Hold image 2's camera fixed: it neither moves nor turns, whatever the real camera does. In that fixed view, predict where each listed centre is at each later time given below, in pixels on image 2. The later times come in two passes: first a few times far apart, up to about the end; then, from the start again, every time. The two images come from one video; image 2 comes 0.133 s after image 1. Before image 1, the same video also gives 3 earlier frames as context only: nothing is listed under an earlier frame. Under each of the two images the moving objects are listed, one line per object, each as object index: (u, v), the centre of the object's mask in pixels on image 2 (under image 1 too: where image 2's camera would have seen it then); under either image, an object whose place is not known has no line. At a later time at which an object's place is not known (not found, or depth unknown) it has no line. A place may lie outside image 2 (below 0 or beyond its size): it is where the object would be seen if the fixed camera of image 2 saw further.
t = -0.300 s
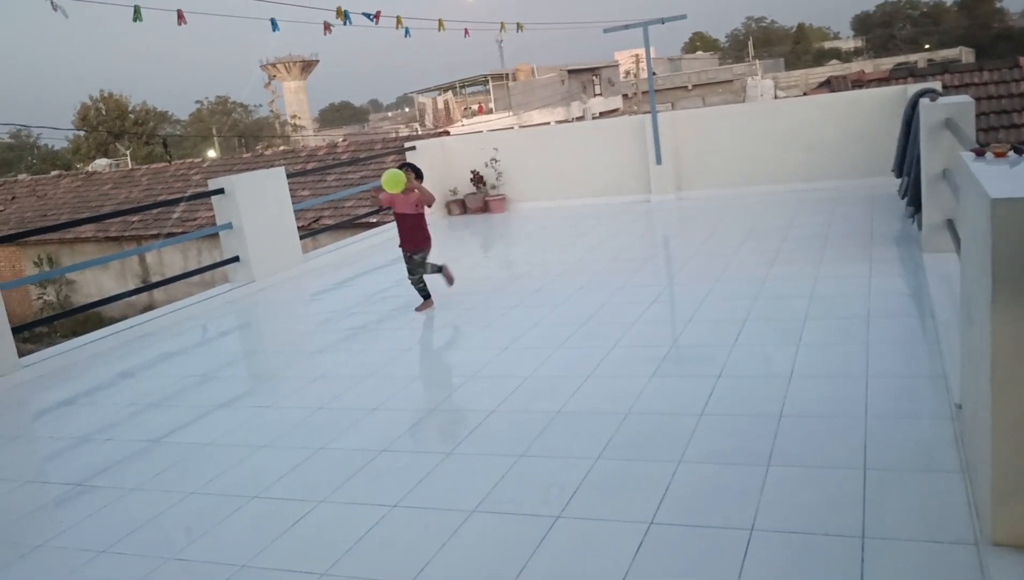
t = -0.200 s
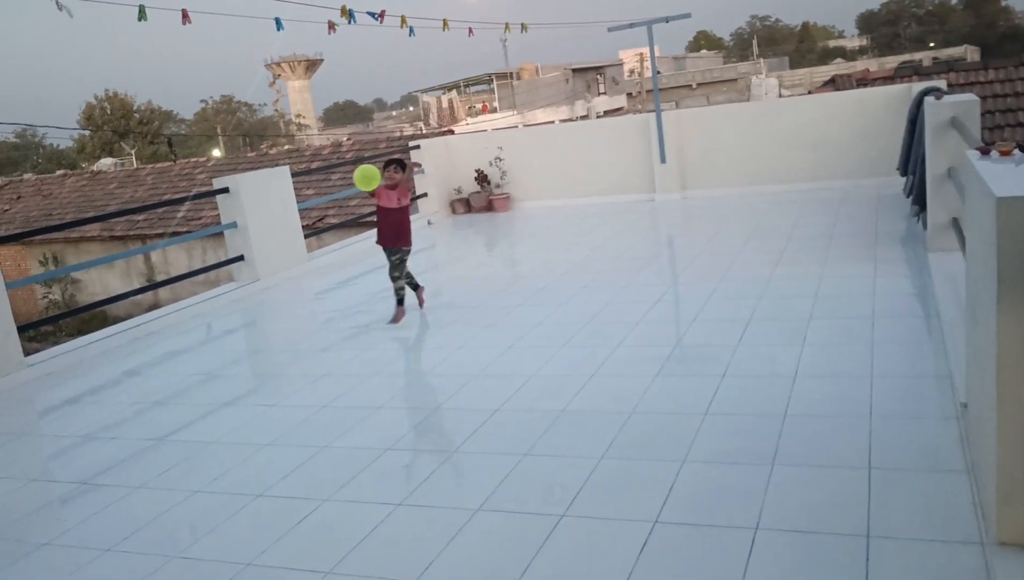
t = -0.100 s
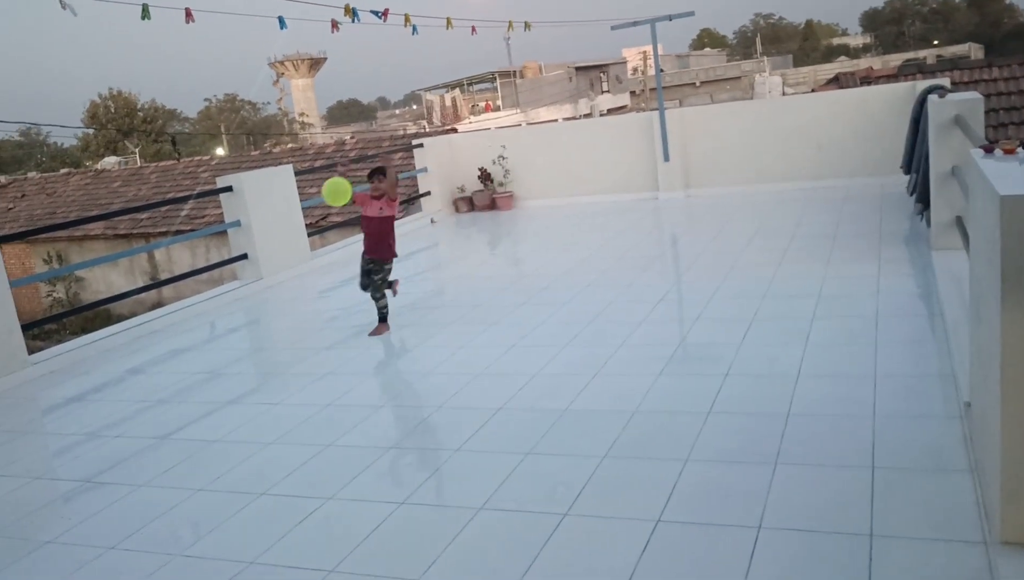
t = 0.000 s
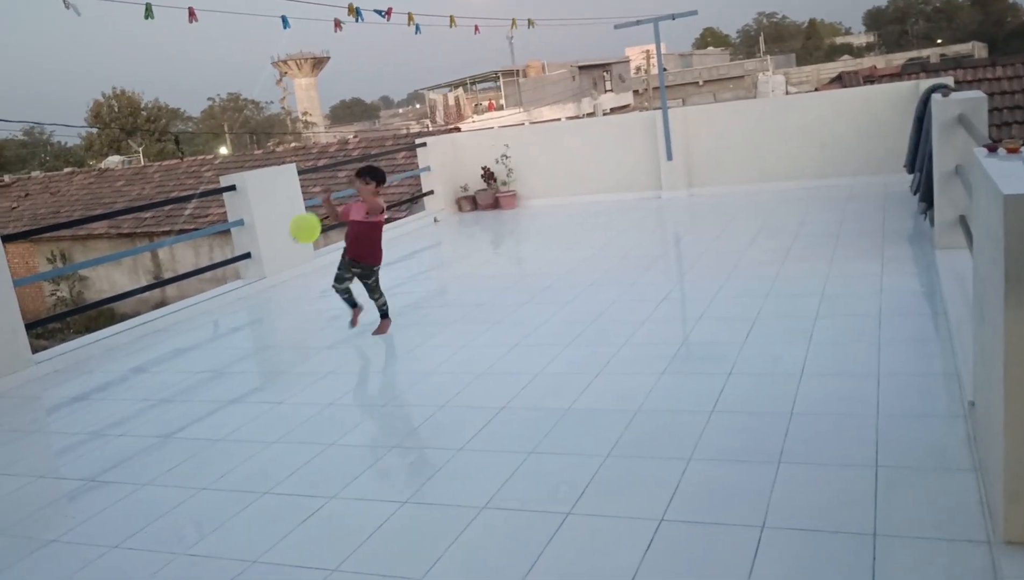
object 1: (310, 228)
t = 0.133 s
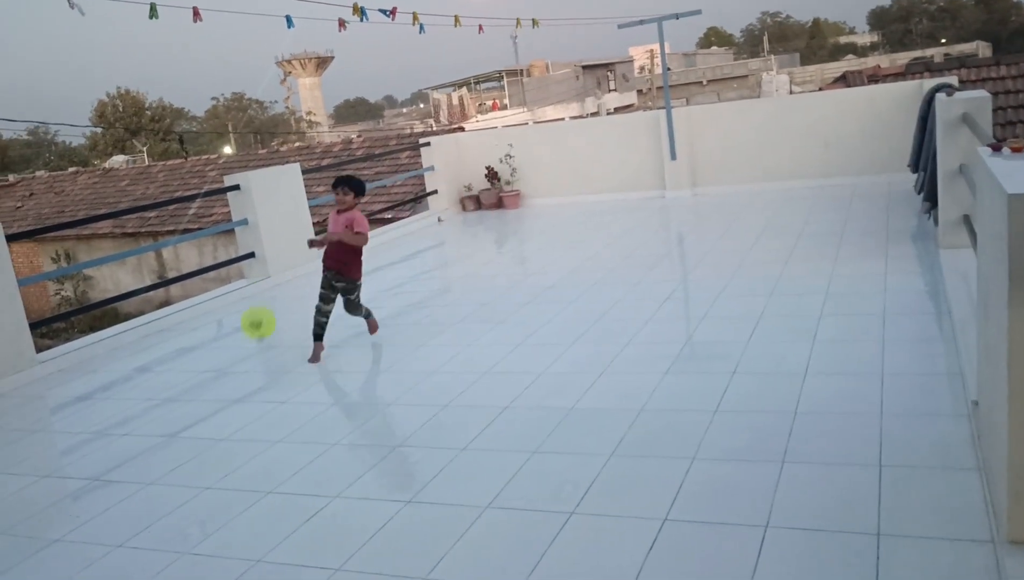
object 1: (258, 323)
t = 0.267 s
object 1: (204, 475)
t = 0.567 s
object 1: (29, 394)
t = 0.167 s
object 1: (245, 357)
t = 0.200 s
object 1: (232, 395)
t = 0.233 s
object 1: (218, 437)
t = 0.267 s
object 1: (204, 475)
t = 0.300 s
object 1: (186, 457)
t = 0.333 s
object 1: (167, 442)
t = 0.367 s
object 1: (149, 428)
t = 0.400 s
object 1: (130, 416)
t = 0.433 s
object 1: (111, 406)
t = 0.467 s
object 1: (91, 398)
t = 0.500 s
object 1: (71, 393)
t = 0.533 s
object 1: (50, 392)
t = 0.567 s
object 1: (29, 394)
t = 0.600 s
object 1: (12, 400)
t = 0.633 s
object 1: (3, 407)
